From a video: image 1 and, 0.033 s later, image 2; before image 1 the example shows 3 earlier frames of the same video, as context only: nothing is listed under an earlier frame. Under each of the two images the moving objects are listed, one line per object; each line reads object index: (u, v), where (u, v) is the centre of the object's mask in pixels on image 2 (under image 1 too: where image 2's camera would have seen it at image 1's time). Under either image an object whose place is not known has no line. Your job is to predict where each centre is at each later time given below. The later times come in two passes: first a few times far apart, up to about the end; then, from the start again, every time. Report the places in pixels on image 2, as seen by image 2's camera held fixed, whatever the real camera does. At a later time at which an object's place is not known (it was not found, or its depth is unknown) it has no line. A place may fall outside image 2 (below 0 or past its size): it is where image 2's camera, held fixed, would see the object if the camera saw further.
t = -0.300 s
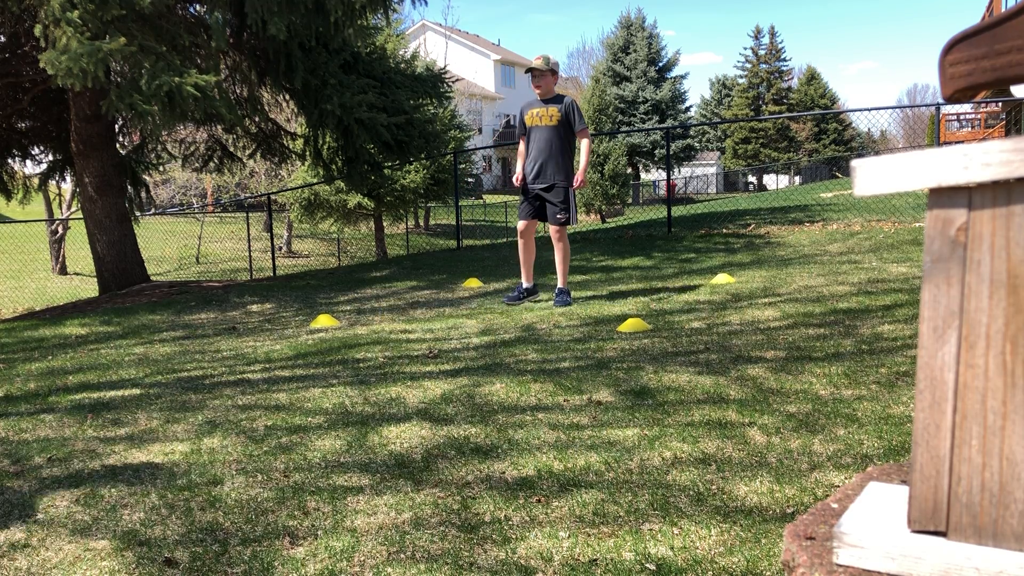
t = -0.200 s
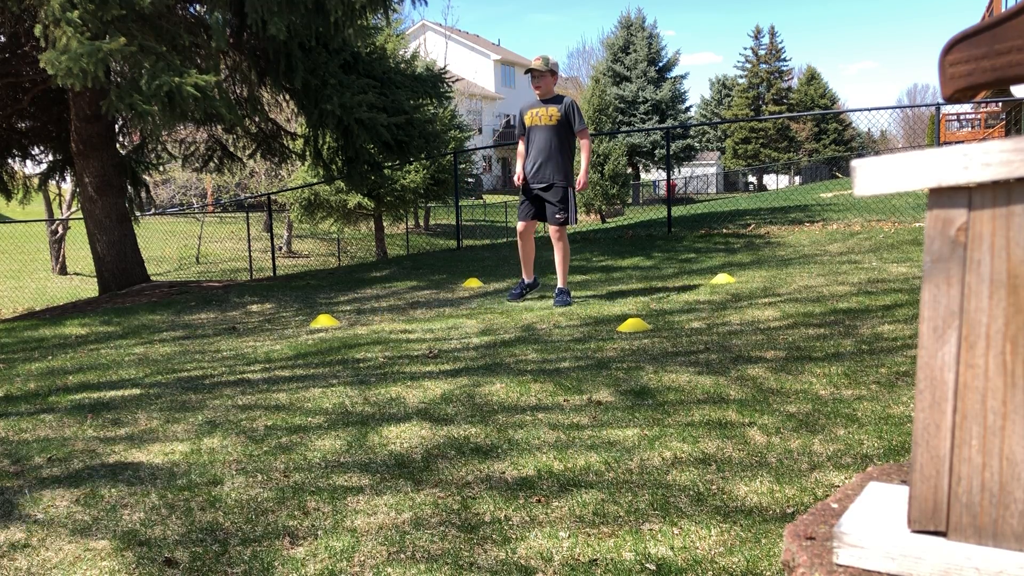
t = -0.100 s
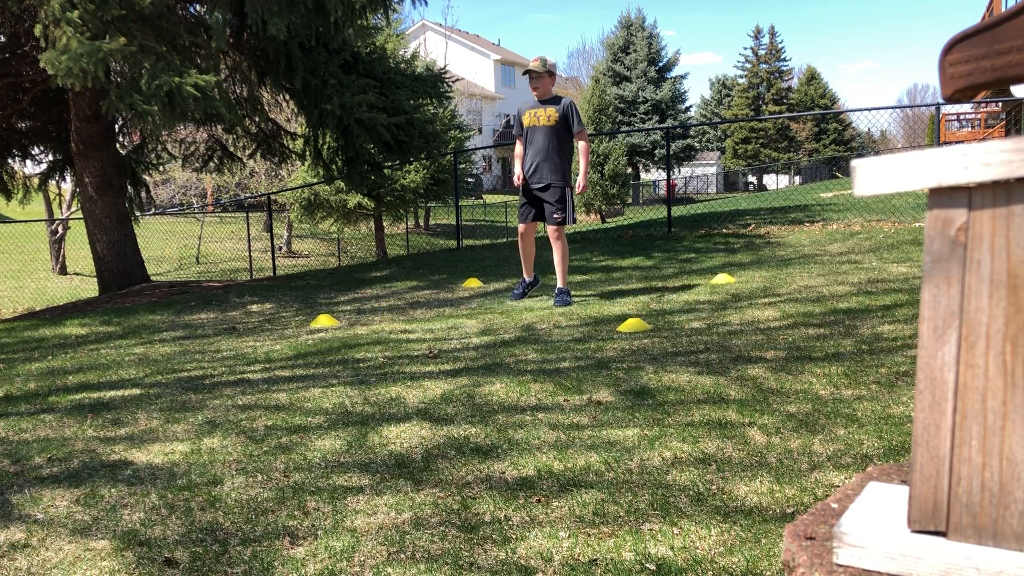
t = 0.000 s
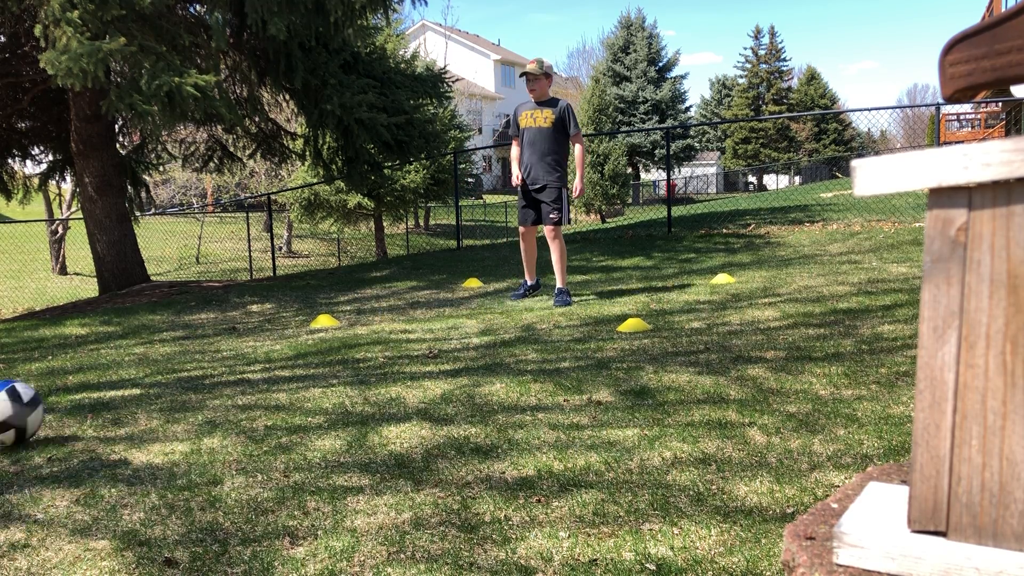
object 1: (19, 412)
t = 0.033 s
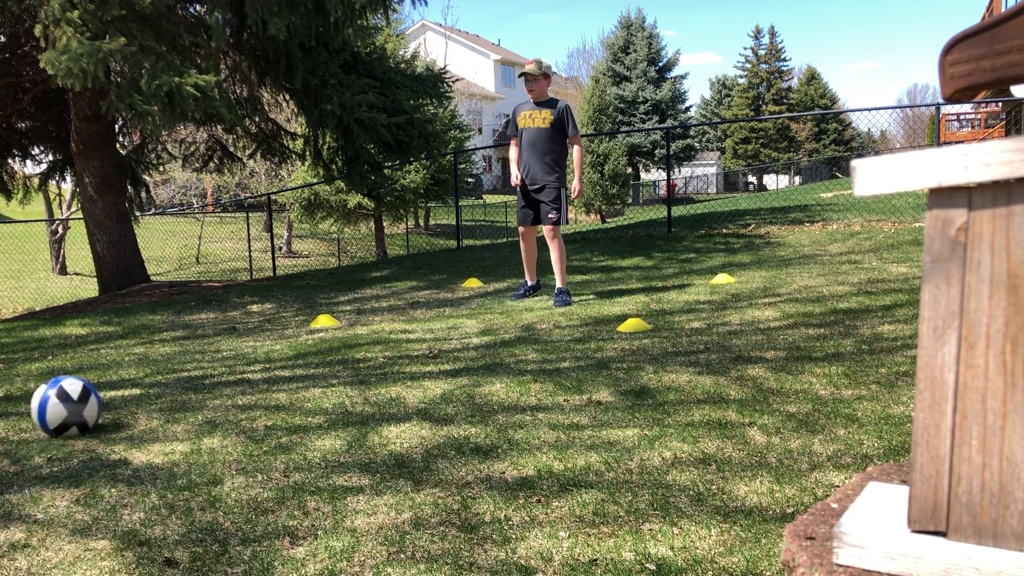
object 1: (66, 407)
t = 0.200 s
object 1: (251, 360)
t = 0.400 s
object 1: (380, 333)
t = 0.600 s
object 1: (455, 318)
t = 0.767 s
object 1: (503, 308)
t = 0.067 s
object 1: (111, 393)
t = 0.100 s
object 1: (150, 380)
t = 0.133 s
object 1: (186, 370)
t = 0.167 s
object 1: (220, 363)
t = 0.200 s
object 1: (251, 360)
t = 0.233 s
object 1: (280, 354)
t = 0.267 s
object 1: (301, 345)
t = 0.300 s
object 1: (323, 340)
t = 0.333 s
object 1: (343, 337)
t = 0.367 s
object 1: (362, 336)
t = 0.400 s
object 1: (380, 333)
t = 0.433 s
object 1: (395, 328)
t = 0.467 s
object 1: (409, 324)
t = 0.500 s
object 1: (422, 323)
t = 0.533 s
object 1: (435, 322)
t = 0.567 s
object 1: (444, 320)
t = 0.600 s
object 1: (455, 318)
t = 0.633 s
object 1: (465, 316)
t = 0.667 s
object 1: (475, 313)
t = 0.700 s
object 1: (484, 310)
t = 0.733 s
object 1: (493, 308)
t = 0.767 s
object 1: (503, 308)
